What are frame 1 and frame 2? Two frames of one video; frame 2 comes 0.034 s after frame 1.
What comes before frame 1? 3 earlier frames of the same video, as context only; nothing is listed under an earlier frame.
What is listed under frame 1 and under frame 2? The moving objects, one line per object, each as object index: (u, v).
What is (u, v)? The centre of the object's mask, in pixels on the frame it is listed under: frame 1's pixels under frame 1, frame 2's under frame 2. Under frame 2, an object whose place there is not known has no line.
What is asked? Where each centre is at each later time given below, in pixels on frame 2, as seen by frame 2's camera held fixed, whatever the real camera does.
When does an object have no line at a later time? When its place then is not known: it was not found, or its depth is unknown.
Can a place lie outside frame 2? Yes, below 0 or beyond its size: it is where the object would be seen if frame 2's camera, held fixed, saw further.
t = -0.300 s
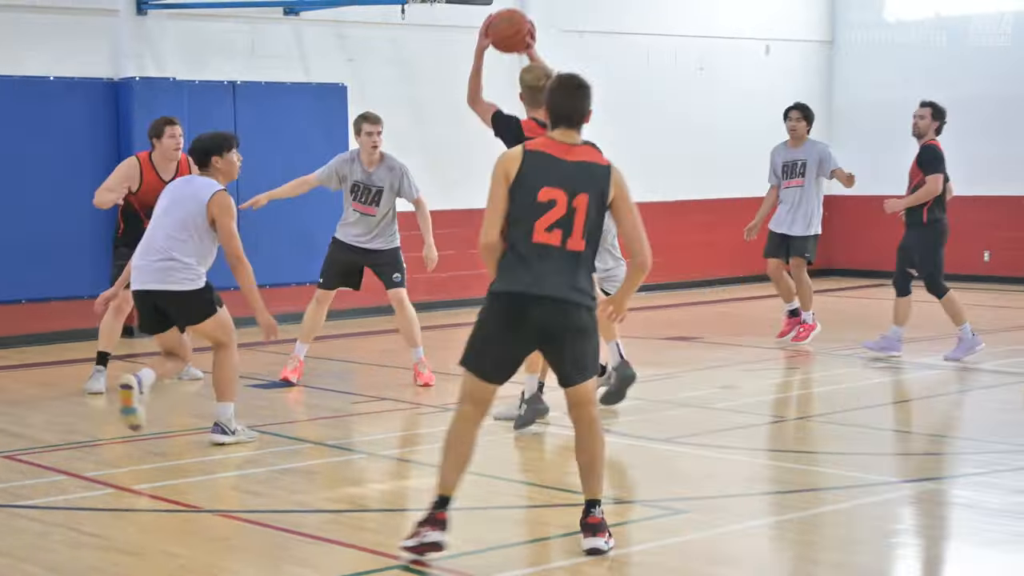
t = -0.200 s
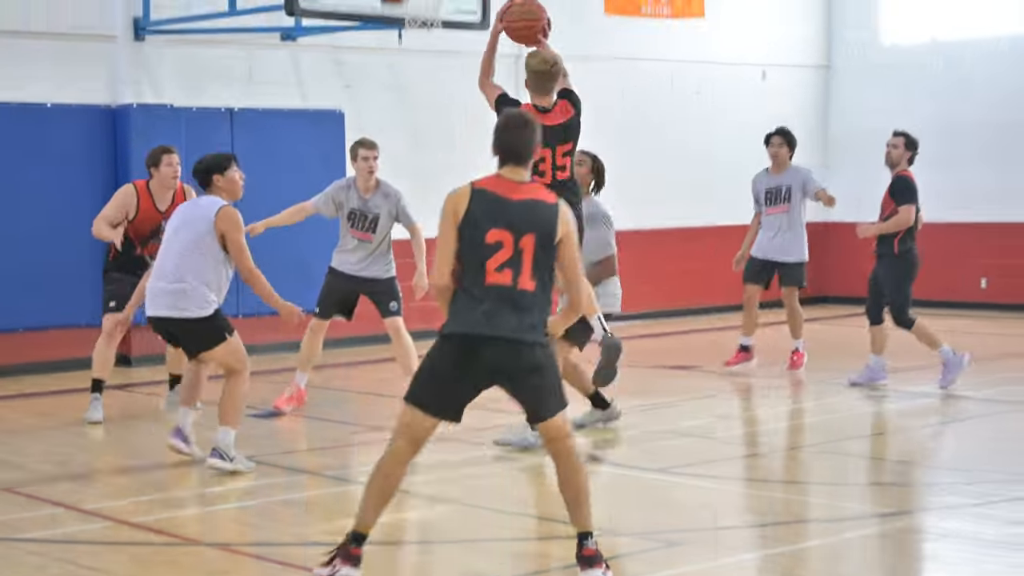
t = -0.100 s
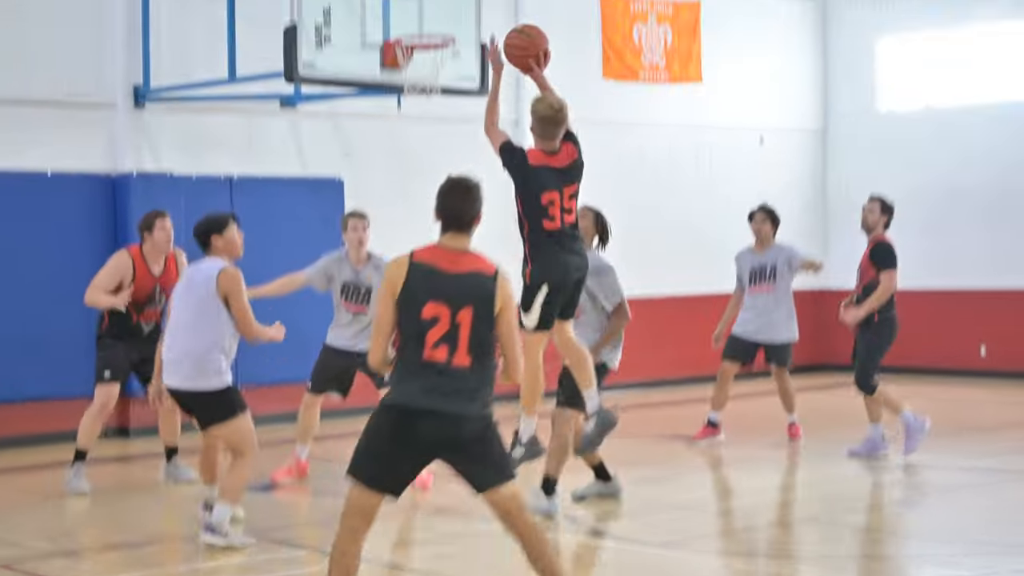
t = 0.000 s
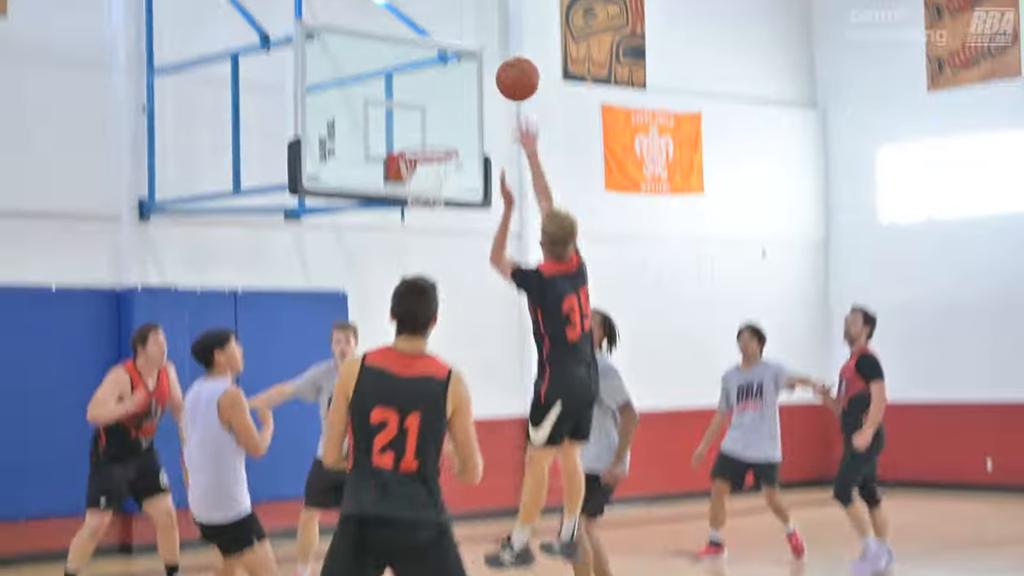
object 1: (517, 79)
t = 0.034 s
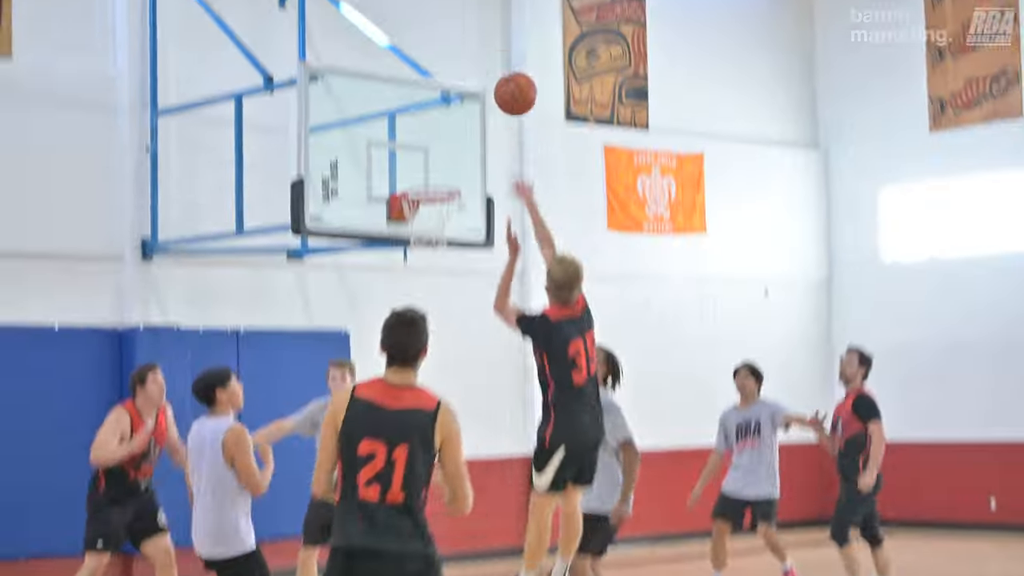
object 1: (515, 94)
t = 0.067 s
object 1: (511, 70)
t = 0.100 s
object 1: (507, 51)
